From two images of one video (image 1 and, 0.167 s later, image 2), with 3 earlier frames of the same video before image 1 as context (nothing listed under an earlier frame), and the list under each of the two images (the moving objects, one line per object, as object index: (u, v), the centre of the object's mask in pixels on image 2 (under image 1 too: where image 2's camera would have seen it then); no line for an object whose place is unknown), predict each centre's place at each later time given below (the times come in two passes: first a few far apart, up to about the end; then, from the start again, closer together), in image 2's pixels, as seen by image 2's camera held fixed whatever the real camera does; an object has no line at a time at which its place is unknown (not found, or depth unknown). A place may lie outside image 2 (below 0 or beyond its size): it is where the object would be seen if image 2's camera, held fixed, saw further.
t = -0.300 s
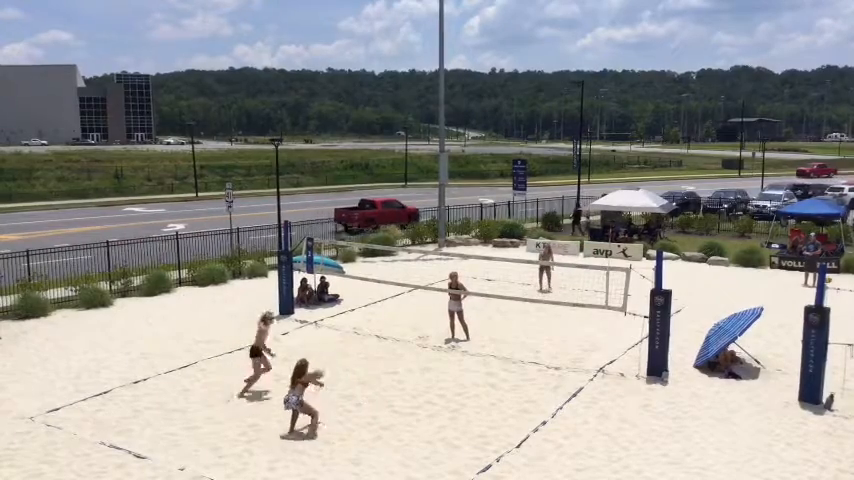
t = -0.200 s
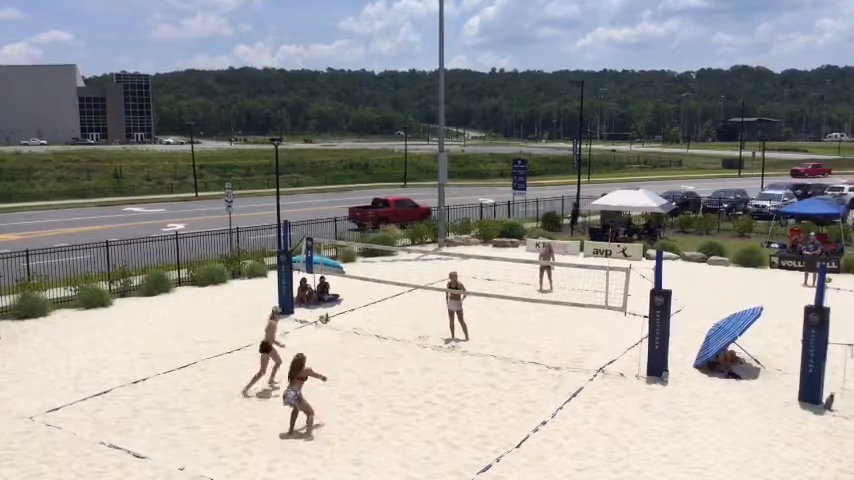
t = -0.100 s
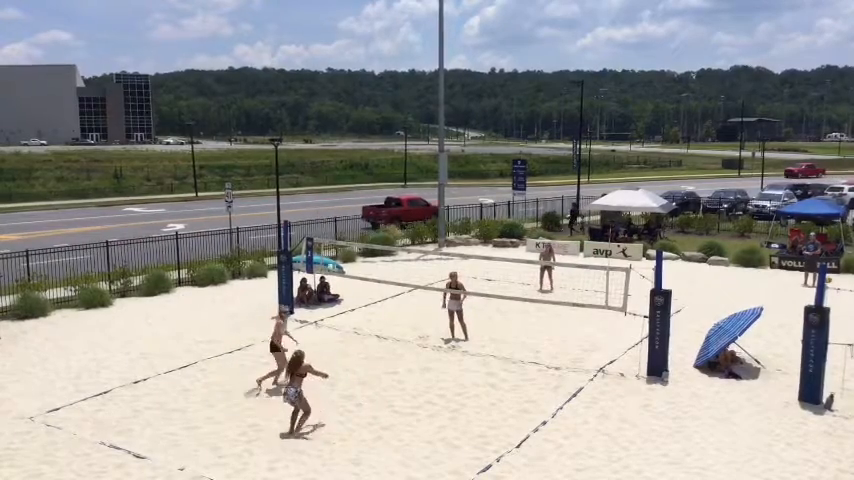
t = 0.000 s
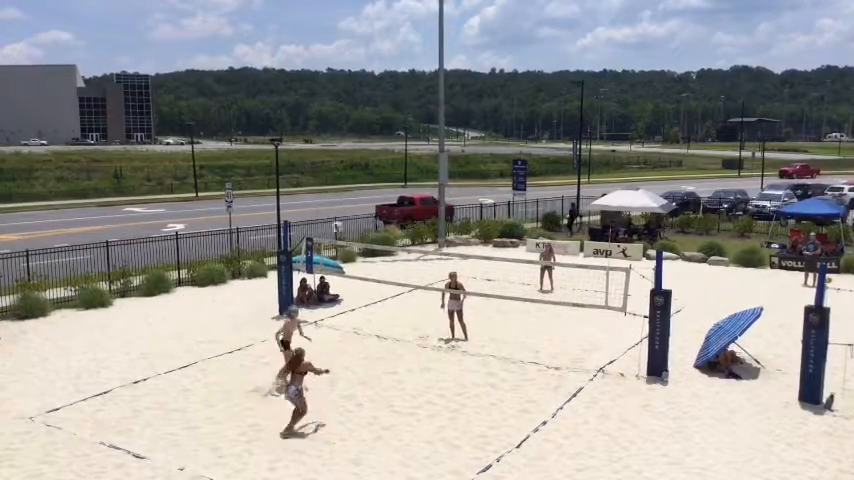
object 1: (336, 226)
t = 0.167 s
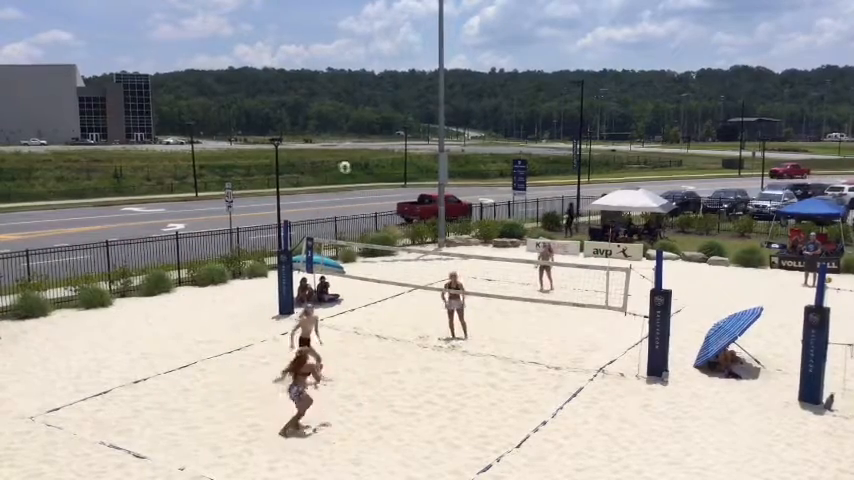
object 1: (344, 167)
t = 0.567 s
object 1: (361, 86)
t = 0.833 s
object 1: (371, 76)
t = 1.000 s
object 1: (378, 89)
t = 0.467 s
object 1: (356, 97)
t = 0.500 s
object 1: (358, 93)
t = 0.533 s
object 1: (359, 88)
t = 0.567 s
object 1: (361, 86)
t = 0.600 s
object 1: (362, 83)
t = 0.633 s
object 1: (363, 80)
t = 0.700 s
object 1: (366, 77)
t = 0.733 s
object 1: (367, 76)
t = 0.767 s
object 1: (368, 76)
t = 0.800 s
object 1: (370, 76)
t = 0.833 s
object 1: (371, 76)
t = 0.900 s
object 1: (374, 81)
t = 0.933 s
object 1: (375, 83)
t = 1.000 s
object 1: (378, 89)
